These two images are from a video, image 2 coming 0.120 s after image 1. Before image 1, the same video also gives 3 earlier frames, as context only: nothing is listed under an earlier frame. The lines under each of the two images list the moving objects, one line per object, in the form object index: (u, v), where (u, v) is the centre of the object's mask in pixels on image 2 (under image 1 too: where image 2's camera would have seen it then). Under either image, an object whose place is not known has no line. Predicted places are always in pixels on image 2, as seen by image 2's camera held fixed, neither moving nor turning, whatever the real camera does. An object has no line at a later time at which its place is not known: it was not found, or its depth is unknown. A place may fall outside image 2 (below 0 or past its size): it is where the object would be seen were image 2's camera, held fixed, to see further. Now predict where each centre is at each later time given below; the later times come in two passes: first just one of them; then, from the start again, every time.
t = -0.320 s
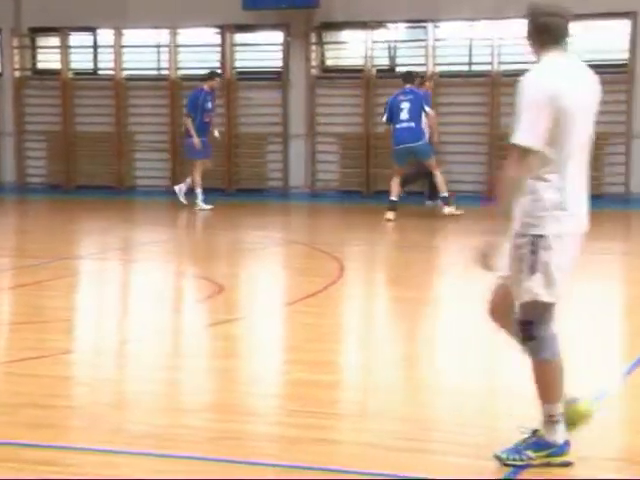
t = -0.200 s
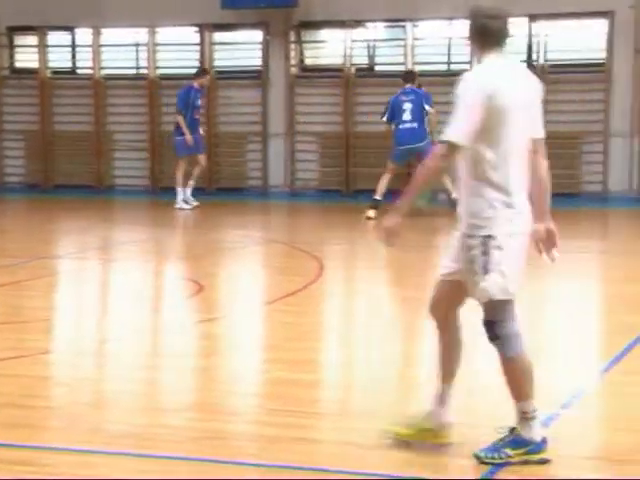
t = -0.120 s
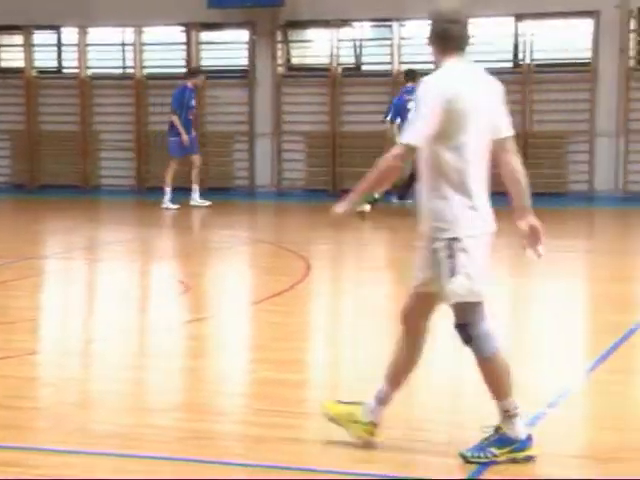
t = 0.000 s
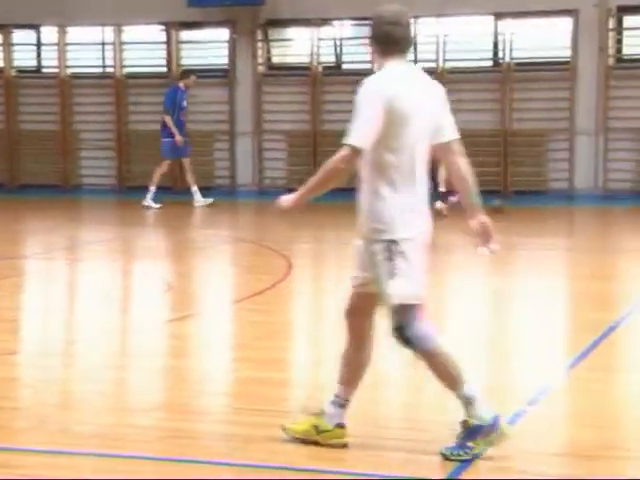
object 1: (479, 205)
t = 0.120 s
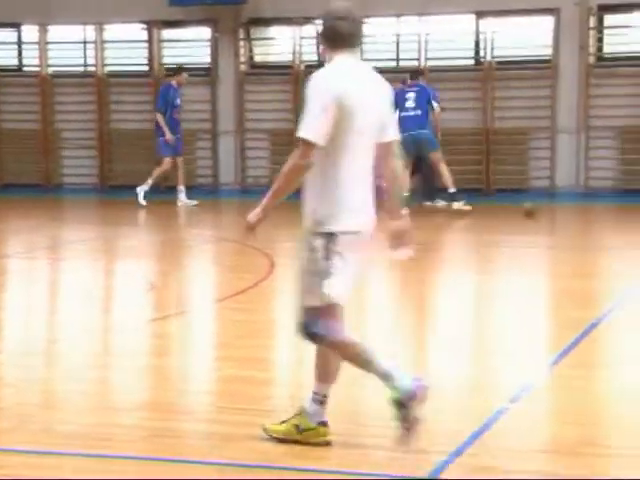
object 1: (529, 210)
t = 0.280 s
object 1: (602, 217)
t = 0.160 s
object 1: (548, 212)
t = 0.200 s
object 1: (565, 213)
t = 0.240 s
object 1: (585, 216)
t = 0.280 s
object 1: (602, 217)
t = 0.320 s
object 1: (620, 219)
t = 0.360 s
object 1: (638, 221)
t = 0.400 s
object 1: (656, 223)
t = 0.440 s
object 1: (674, 225)
